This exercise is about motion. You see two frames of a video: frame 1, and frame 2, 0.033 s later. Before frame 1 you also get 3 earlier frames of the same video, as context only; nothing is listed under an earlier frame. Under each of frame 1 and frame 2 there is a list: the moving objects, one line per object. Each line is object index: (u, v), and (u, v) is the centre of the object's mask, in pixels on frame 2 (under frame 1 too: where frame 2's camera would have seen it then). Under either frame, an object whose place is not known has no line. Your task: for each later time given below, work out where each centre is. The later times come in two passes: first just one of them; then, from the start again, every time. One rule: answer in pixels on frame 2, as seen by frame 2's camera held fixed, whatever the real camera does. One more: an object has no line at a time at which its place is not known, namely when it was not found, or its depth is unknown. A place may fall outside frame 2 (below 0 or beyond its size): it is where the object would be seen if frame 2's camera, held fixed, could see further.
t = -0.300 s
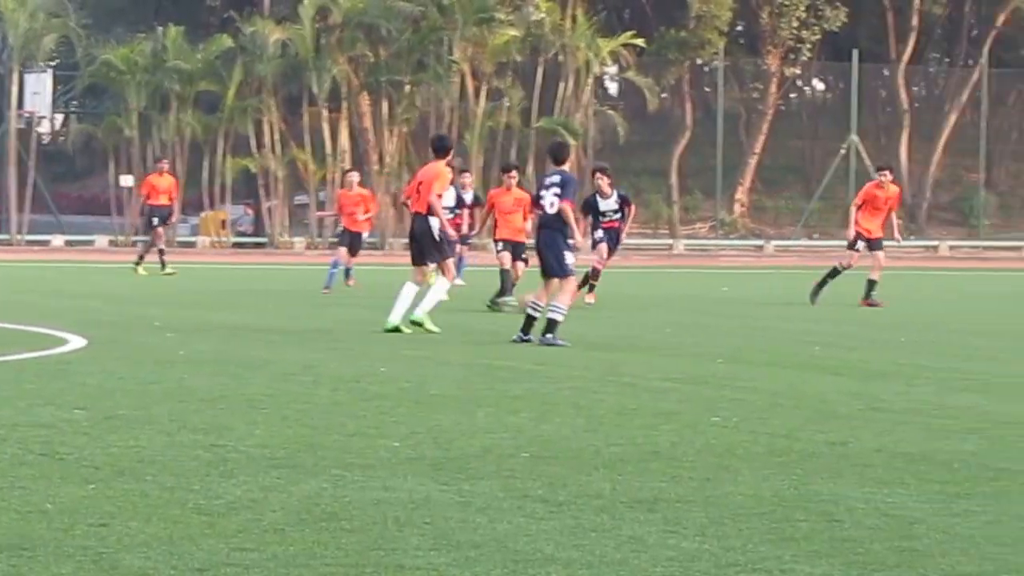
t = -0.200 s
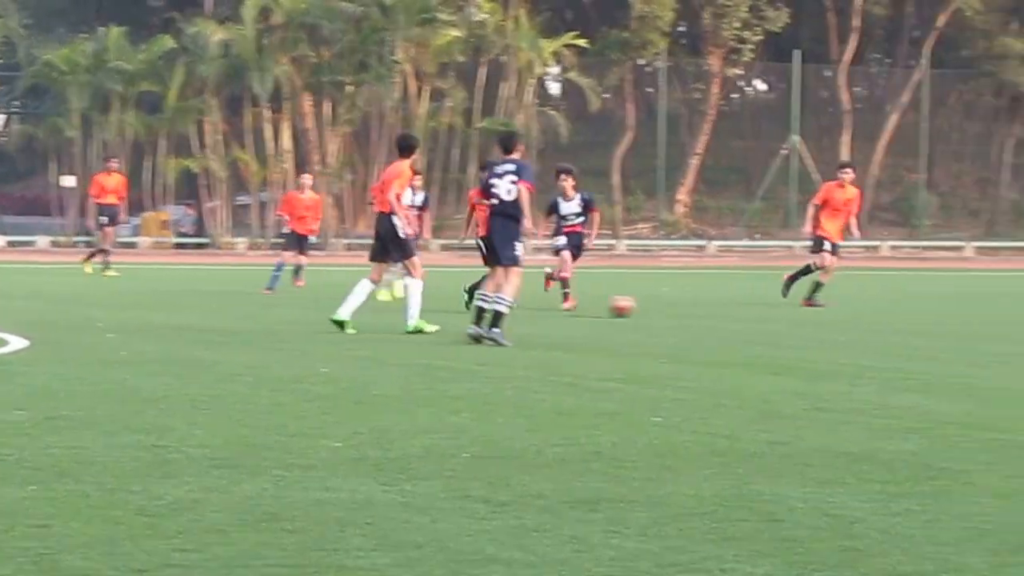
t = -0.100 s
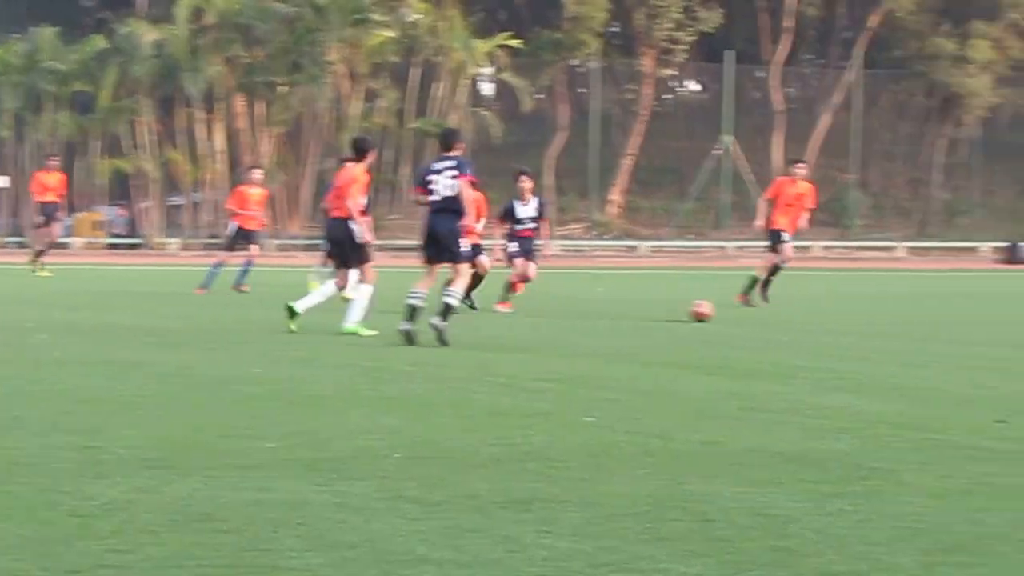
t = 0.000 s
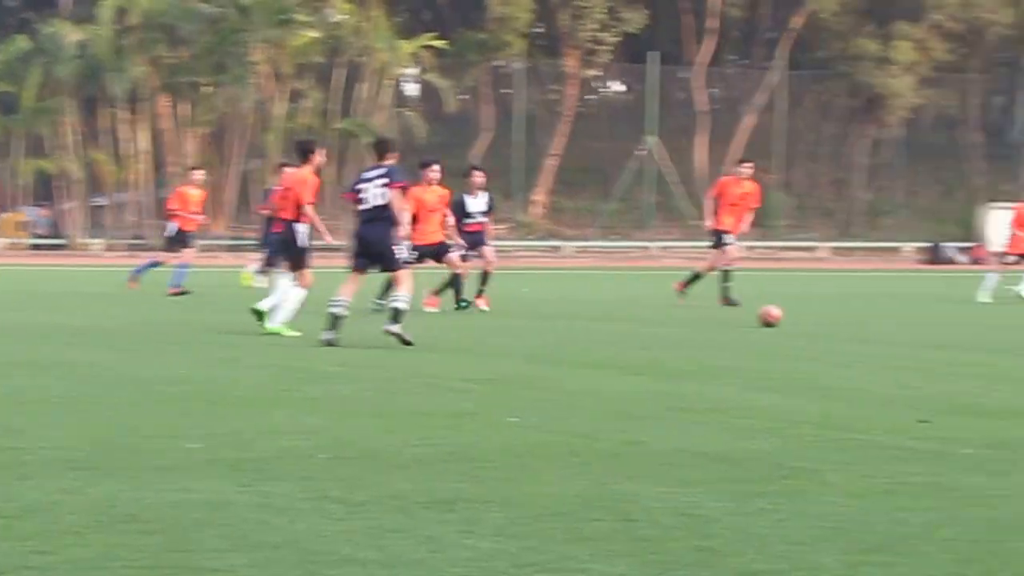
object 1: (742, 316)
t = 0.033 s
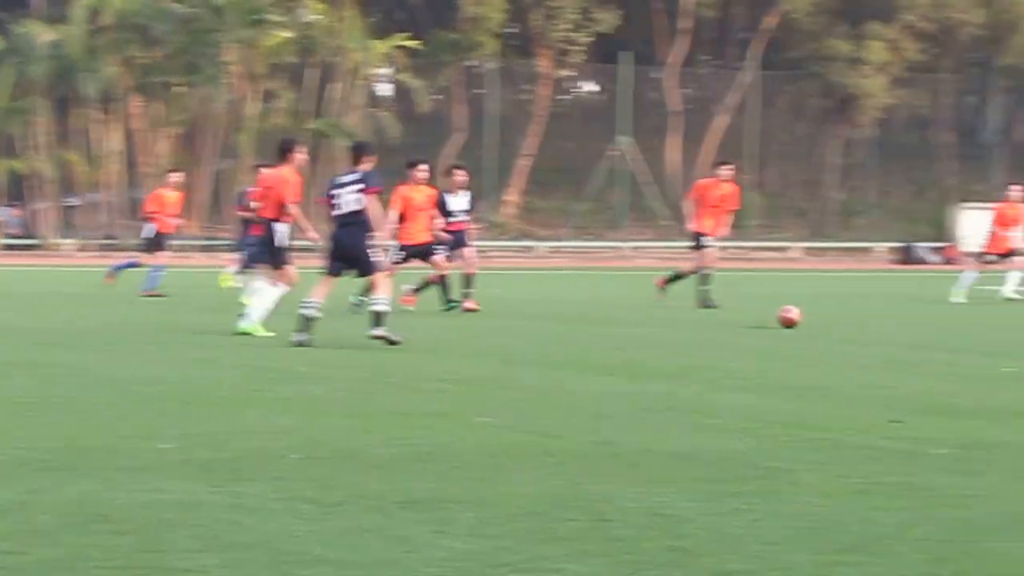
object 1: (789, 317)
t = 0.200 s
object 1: (1023, 323)
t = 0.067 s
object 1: (836, 317)
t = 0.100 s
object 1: (884, 319)
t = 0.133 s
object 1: (931, 322)
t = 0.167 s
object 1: (977, 323)
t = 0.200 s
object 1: (1023, 323)
